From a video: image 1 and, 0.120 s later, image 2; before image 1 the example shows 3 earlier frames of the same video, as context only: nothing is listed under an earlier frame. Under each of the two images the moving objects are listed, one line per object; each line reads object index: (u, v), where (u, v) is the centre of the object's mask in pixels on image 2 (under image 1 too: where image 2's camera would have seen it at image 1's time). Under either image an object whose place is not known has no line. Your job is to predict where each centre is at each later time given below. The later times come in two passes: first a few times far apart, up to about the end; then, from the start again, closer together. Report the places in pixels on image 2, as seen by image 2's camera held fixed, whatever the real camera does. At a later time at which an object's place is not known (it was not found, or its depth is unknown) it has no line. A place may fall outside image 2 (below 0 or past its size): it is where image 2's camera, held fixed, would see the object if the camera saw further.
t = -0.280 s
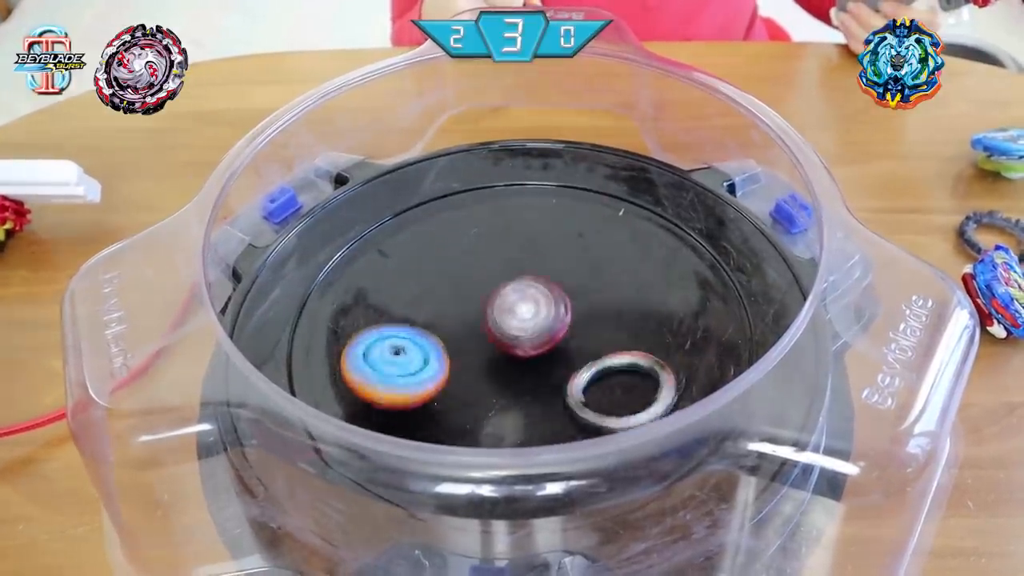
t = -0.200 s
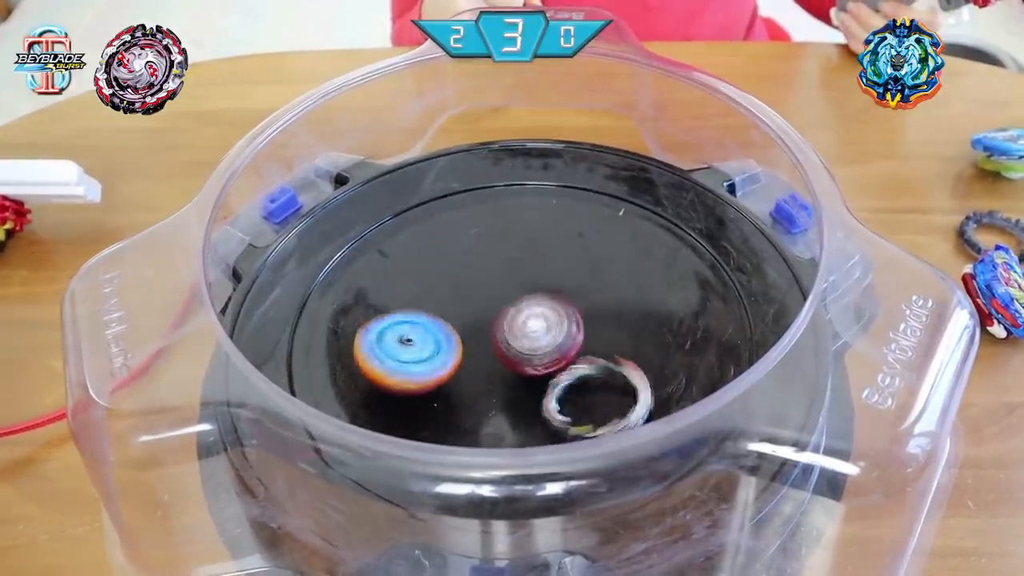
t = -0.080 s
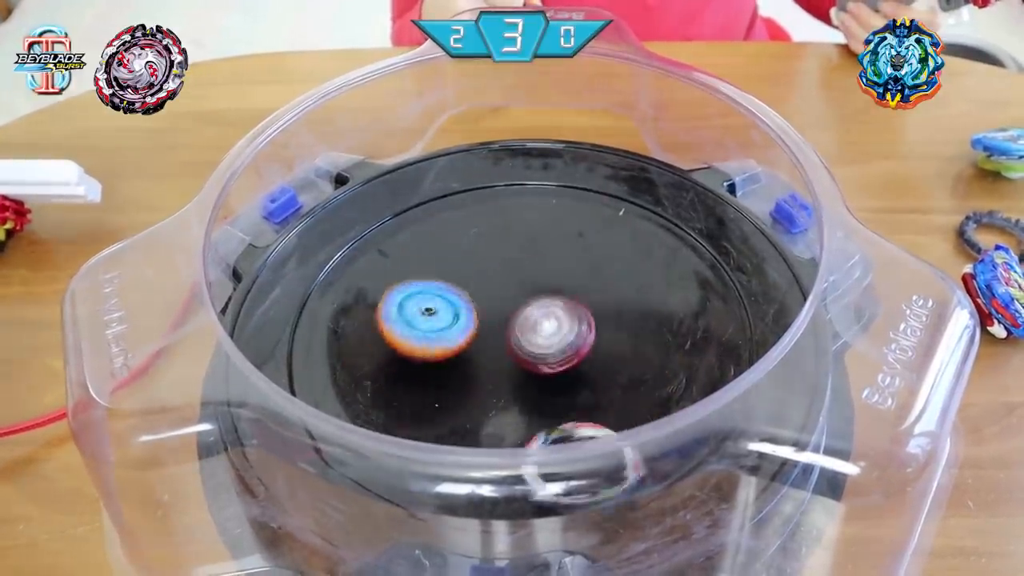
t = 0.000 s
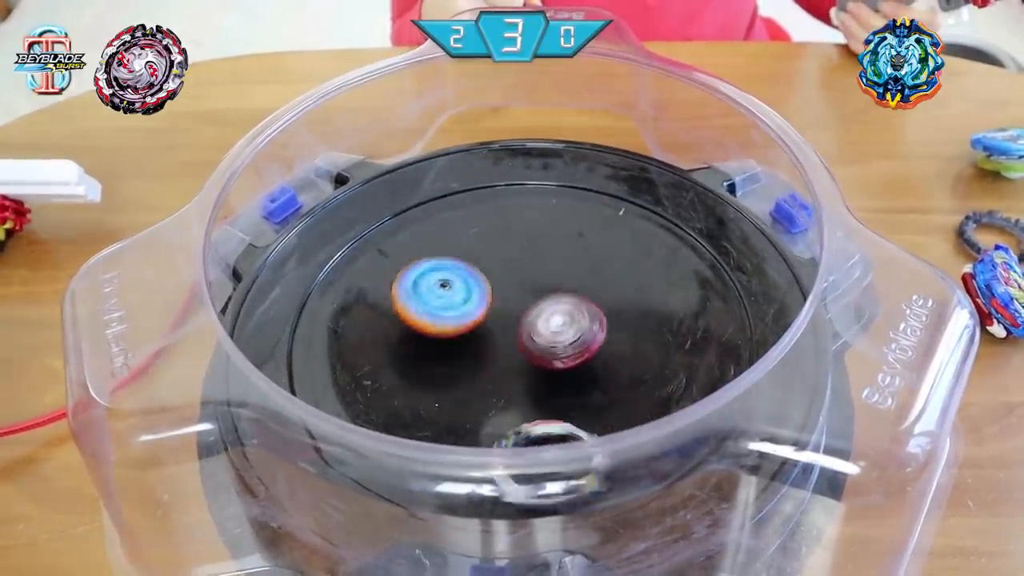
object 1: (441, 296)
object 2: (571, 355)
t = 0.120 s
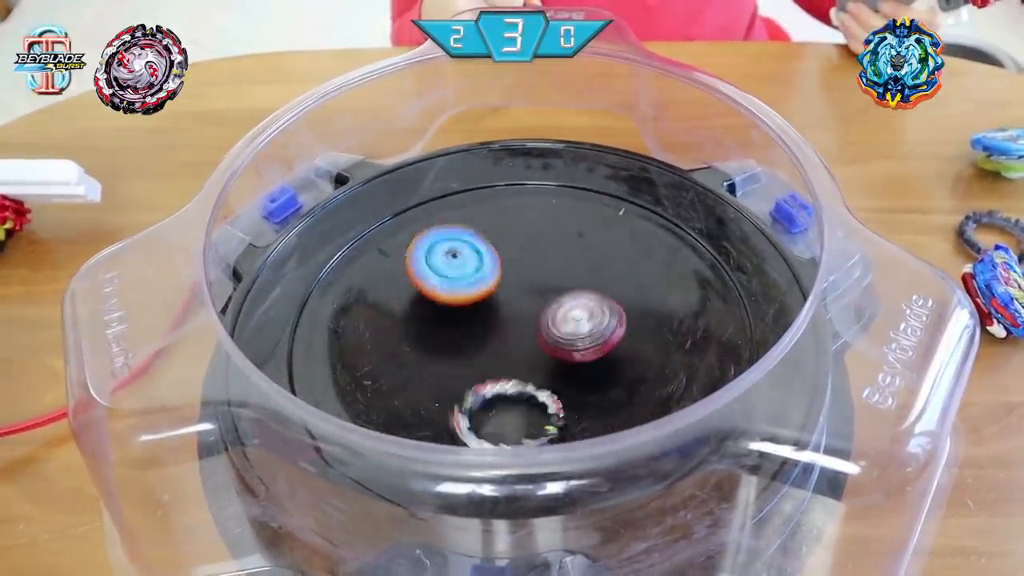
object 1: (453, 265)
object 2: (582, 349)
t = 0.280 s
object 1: (462, 232)
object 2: (597, 334)
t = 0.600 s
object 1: (518, 254)
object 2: (562, 351)
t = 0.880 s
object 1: (612, 251)
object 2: (500, 381)
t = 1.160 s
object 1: (612, 271)
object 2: (450, 362)
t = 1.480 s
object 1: (589, 350)
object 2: (445, 340)
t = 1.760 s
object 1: (573, 346)
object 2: (453, 317)
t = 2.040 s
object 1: (509, 338)
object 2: (441, 263)
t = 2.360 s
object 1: (460, 347)
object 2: (507, 264)
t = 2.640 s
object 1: (501, 325)
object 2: (573, 278)
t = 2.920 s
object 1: (502, 323)
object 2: (607, 303)
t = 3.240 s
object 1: (479, 306)
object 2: (581, 336)
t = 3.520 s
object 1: (431, 286)
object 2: (512, 345)
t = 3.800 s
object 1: (408, 286)
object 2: (485, 347)
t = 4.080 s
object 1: (460, 275)
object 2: (547, 331)
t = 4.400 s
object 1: (532, 258)
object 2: (612, 330)
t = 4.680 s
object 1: (575, 249)
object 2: (621, 358)
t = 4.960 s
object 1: (547, 274)
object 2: (595, 364)
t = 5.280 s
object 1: (488, 291)
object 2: (559, 350)
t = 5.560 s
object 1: (452, 301)
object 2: (544, 310)
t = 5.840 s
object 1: (497, 317)
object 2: (564, 282)
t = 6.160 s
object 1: (550, 329)
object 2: (566, 272)
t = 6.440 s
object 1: (557, 344)
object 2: (538, 288)
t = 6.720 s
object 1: (534, 332)
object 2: (500, 286)
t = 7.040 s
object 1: (506, 318)
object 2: (517, 272)
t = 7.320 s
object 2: (576, 289)
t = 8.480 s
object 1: (488, 282)
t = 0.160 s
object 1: (455, 255)
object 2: (595, 343)
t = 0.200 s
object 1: (457, 246)
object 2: (600, 340)
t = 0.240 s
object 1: (460, 239)
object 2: (600, 337)
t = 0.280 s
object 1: (462, 232)
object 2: (597, 334)
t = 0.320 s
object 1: (463, 227)
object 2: (599, 332)
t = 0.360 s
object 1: (467, 224)
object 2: (594, 332)
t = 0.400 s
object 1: (470, 226)
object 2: (585, 332)
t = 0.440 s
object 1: (475, 230)
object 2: (575, 333)
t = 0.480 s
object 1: (482, 236)
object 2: (568, 335)
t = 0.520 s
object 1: (494, 241)
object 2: (567, 342)
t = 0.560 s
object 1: (504, 248)
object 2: (560, 347)
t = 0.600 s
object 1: (518, 254)
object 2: (562, 351)
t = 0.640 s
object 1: (532, 258)
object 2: (554, 355)
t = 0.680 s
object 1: (549, 262)
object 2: (547, 356)
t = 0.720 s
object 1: (564, 261)
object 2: (538, 364)
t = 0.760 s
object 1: (578, 258)
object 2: (525, 372)
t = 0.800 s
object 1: (589, 254)
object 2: (516, 377)
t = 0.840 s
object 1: (602, 252)
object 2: (509, 379)
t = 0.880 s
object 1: (612, 251)
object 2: (500, 381)
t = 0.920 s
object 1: (621, 249)
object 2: (493, 378)
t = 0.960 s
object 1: (626, 248)
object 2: (485, 377)
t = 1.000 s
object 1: (629, 248)
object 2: (476, 374)
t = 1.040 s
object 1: (628, 251)
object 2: (471, 370)
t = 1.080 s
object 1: (623, 256)
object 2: (463, 368)
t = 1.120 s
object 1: (618, 263)
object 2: (457, 362)
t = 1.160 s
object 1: (612, 271)
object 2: (450, 362)
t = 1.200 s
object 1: (607, 281)
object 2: (446, 359)
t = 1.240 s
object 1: (601, 292)
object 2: (438, 358)
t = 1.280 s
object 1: (596, 304)
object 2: (438, 358)
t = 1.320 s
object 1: (592, 315)
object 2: (436, 353)
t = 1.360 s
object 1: (589, 325)
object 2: (440, 349)
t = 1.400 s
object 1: (588, 335)
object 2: (440, 345)
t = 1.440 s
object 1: (587, 344)
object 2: (447, 341)
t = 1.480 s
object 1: (589, 350)
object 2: (445, 340)
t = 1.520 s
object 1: (592, 355)
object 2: (451, 336)
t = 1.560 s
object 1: (594, 358)
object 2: (453, 334)
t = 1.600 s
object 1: (595, 360)
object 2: (454, 328)
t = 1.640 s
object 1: (592, 360)
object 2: (451, 326)
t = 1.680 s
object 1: (587, 357)
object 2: (448, 323)
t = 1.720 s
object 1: (581, 352)
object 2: (451, 321)
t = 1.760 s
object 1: (573, 346)
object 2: (453, 317)
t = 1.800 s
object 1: (563, 339)
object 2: (458, 315)
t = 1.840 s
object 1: (550, 333)
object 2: (462, 312)
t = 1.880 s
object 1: (544, 335)
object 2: (462, 297)
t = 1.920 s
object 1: (538, 337)
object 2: (453, 284)
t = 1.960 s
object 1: (529, 338)
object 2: (448, 274)
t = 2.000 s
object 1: (520, 338)
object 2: (443, 266)
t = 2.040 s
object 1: (509, 338)
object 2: (441, 263)
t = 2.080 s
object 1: (499, 338)
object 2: (447, 260)
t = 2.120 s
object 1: (488, 339)
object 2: (447, 260)
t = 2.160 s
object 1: (477, 341)
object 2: (460, 261)
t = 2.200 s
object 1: (469, 342)
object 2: (464, 264)
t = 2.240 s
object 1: (463, 345)
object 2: (476, 265)
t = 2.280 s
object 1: (459, 347)
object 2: (489, 267)
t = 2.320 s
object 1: (457, 348)
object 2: (506, 270)
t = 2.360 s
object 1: (460, 347)
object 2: (507, 264)
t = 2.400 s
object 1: (467, 347)
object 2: (505, 265)
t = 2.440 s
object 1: (474, 346)
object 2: (510, 266)
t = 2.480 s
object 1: (482, 343)
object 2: (523, 269)
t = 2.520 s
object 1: (490, 337)
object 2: (527, 275)
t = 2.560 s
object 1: (499, 330)
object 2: (541, 279)
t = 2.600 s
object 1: (503, 324)
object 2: (564, 275)
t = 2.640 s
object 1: (501, 325)
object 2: (573, 278)
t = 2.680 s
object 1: (497, 325)
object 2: (588, 272)
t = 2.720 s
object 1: (495, 326)
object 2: (594, 280)
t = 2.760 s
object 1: (493, 326)
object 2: (608, 275)
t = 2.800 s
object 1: (494, 325)
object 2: (610, 280)
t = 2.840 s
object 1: (496, 325)
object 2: (612, 288)
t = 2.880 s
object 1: (499, 324)
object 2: (612, 295)
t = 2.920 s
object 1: (502, 323)
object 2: (607, 303)
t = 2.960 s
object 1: (505, 322)
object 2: (607, 317)
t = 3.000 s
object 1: (506, 319)
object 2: (611, 316)
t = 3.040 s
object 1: (501, 317)
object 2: (614, 321)
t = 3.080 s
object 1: (495, 314)
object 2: (612, 332)
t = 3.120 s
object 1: (490, 312)
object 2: (605, 332)
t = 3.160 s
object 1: (485, 310)
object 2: (601, 332)
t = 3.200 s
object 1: (481, 308)
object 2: (593, 335)
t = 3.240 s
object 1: (479, 306)
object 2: (581, 336)
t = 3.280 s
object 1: (474, 304)
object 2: (574, 334)
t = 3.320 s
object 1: (467, 300)
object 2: (566, 335)
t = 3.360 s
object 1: (460, 298)
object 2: (556, 340)
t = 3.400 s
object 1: (454, 295)
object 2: (542, 341)
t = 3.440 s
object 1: (447, 291)
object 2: (531, 345)
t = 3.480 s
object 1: (439, 288)
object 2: (522, 345)
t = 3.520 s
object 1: (431, 286)
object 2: (512, 345)
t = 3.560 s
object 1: (424, 286)
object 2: (501, 345)
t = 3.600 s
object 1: (417, 284)
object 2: (493, 345)
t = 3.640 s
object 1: (411, 283)
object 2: (486, 349)
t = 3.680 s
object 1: (407, 285)
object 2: (480, 349)
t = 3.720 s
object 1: (405, 285)
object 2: (481, 349)
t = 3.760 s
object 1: (406, 286)
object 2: (482, 350)
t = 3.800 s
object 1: (408, 286)
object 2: (485, 347)
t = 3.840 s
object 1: (412, 284)
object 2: (496, 347)
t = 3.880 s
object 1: (414, 281)
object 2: (513, 351)
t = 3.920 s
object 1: (420, 278)
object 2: (520, 351)
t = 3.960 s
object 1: (428, 277)
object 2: (533, 347)
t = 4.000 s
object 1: (437, 276)
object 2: (542, 342)
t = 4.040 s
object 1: (448, 275)
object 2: (543, 336)
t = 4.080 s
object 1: (460, 275)
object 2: (547, 331)
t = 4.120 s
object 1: (469, 270)
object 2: (562, 328)
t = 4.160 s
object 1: (477, 266)
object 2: (576, 329)
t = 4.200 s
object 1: (484, 263)
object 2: (579, 328)
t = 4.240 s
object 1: (493, 261)
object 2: (575, 324)
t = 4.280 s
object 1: (503, 261)
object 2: (579, 323)
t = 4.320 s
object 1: (514, 260)
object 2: (588, 327)
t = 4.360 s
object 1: (524, 259)
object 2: (603, 330)
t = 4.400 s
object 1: (532, 258)
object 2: (612, 330)
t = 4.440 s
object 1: (542, 258)
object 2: (609, 334)
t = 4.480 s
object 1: (552, 258)
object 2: (617, 331)
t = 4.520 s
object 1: (562, 257)
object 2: (609, 344)
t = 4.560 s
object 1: (568, 255)
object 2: (622, 345)
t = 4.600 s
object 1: (573, 252)
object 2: (628, 349)
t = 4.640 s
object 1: (575, 250)
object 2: (623, 355)
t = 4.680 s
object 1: (575, 249)
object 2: (621, 358)
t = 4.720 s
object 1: (573, 252)
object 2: (617, 362)
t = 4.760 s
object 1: (569, 256)
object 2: (612, 365)
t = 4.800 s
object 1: (566, 260)
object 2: (609, 363)
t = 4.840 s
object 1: (562, 265)
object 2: (603, 363)
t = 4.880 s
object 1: (560, 273)
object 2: (604, 359)
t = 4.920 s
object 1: (557, 278)
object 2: (593, 357)
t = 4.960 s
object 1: (547, 274)
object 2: (595, 364)
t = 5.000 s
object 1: (538, 273)
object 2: (591, 381)
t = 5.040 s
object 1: (530, 272)
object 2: (589, 382)
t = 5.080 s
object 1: (522, 274)
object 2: (584, 382)
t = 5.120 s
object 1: (515, 276)
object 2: (573, 381)
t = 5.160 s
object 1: (506, 279)
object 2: (569, 374)
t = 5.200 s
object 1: (501, 284)
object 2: (564, 364)
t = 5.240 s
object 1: (495, 289)
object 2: (559, 355)
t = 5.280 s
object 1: (488, 291)
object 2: (559, 350)
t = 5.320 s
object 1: (478, 290)
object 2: (563, 353)
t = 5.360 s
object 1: (470, 291)
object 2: (558, 345)
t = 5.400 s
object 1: (462, 292)
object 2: (565, 336)
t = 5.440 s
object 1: (457, 294)
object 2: (549, 327)
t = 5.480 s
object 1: (453, 295)
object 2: (554, 323)
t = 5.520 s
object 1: (452, 299)
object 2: (549, 318)
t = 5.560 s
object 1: (452, 301)
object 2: (544, 310)
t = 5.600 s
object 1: (456, 305)
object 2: (550, 307)
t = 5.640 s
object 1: (459, 306)
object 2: (549, 302)
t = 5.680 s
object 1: (465, 310)
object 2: (553, 297)
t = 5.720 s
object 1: (472, 312)
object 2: (545, 294)
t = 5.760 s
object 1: (480, 315)
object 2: (553, 292)
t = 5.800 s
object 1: (488, 316)
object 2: (554, 286)
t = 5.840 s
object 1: (497, 317)
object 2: (564, 282)
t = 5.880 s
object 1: (505, 318)
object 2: (564, 283)
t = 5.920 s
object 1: (515, 319)
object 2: (575, 273)
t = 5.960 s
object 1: (522, 319)
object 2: (572, 276)
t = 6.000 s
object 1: (530, 321)
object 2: (568, 273)
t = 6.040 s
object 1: (536, 323)
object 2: (570, 271)
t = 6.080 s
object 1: (543, 324)
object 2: (574, 271)
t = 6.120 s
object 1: (548, 327)
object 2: (573, 272)
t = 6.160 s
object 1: (550, 329)
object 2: (566, 272)
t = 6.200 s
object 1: (555, 333)
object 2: (565, 279)
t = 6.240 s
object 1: (557, 334)
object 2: (562, 276)
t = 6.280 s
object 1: (560, 336)
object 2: (563, 279)
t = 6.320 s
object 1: (561, 339)
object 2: (556, 286)
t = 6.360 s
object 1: (560, 339)
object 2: (550, 286)
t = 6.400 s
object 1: (559, 342)
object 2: (545, 287)
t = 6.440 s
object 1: (557, 344)
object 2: (538, 288)
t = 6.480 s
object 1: (555, 343)
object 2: (531, 292)
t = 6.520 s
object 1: (552, 342)
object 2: (527, 294)
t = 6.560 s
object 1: (547, 340)
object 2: (519, 294)
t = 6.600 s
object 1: (545, 339)
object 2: (515, 284)
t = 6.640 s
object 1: (541, 339)
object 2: (511, 287)
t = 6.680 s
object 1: (537, 337)
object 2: (502, 286)
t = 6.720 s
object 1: (534, 332)
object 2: (500, 286)
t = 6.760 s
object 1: (530, 329)
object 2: (497, 275)
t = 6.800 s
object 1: (526, 327)
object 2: (497, 280)
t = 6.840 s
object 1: (521, 324)
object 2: (497, 277)
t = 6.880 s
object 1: (518, 324)
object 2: (497, 277)
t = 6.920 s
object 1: (514, 322)
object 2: (490, 273)
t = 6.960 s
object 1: (511, 321)
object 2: (508, 271)
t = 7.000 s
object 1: (508, 320)
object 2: (516, 272)
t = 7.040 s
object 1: (506, 318)
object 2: (517, 272)
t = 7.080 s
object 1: (503, 320)
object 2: (531, 268)
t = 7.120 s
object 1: (500, 323)
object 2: (538, 273)
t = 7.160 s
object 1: (497, 324)
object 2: (550, 273)
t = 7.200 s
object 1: (496, 324)
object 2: (559, 283)
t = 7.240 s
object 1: (496, 323)
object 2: (564, 278)
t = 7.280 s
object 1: (494, 323)
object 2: (564, 281)
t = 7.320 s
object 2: (576, 289)
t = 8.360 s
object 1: (485, 279)
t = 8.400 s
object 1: (485, 278)
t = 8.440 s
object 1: (486, 278)
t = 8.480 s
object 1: (488, 282)
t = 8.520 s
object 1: (489, 285)
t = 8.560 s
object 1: (492, 289)
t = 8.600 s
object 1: (495, 288)
